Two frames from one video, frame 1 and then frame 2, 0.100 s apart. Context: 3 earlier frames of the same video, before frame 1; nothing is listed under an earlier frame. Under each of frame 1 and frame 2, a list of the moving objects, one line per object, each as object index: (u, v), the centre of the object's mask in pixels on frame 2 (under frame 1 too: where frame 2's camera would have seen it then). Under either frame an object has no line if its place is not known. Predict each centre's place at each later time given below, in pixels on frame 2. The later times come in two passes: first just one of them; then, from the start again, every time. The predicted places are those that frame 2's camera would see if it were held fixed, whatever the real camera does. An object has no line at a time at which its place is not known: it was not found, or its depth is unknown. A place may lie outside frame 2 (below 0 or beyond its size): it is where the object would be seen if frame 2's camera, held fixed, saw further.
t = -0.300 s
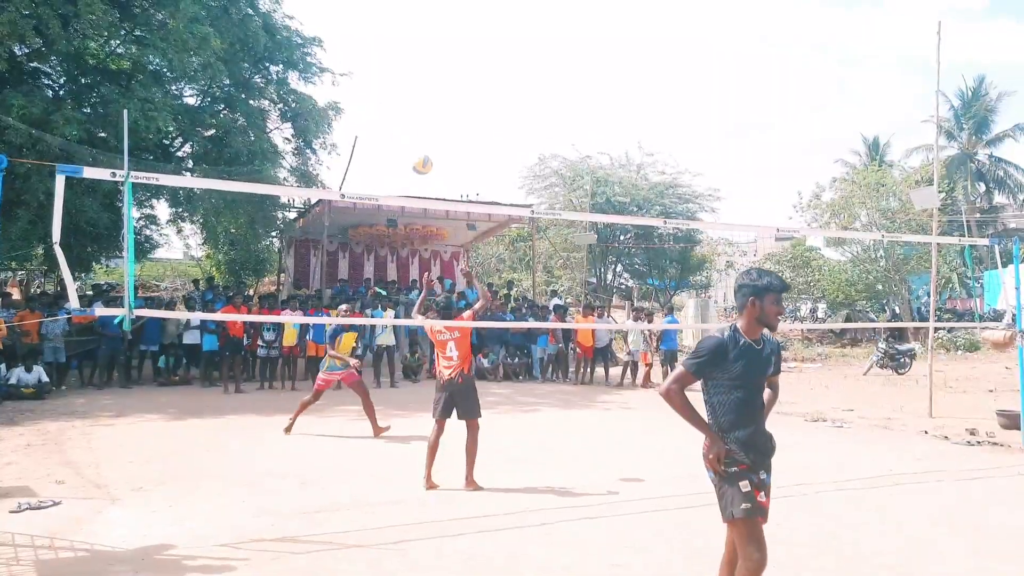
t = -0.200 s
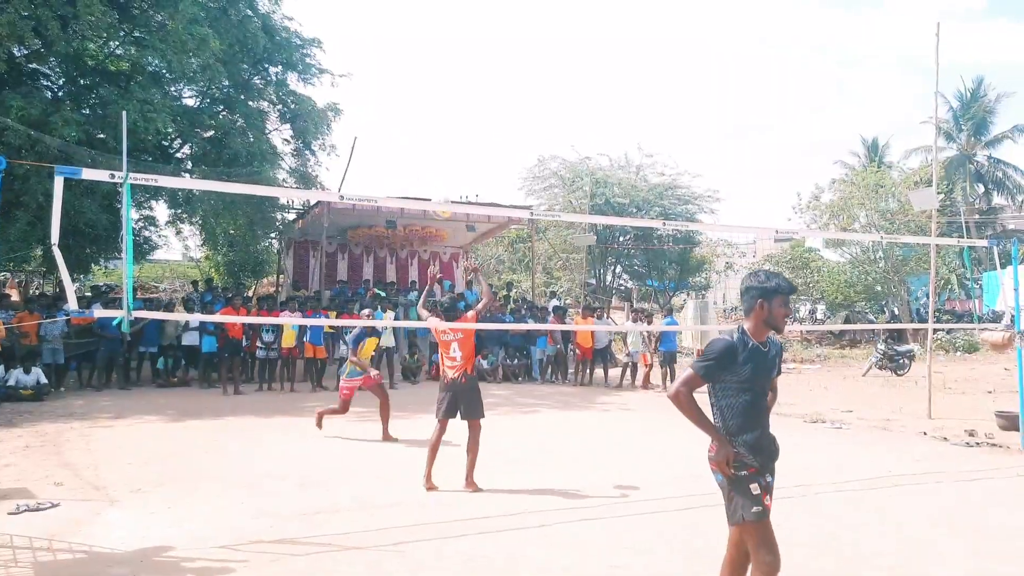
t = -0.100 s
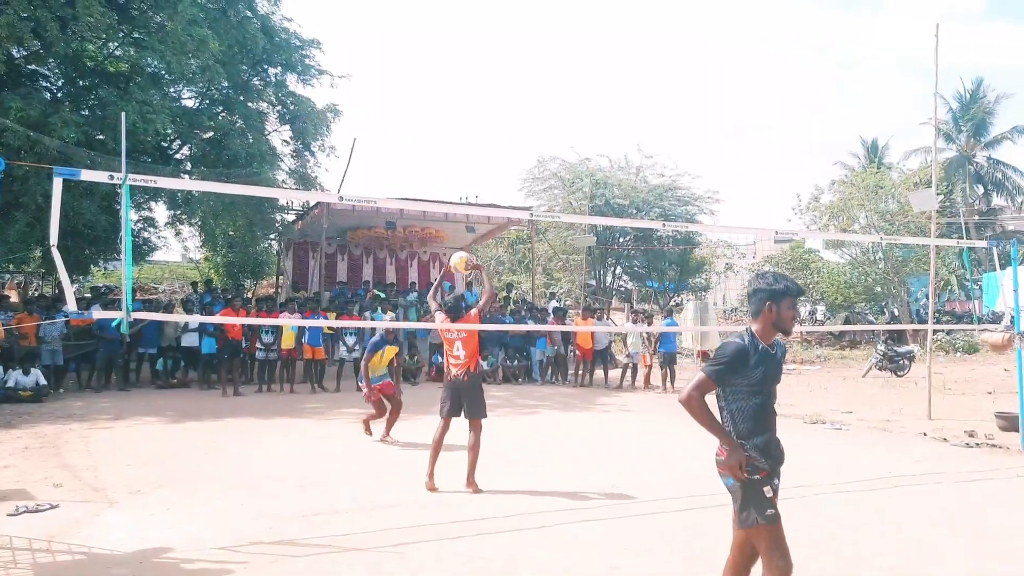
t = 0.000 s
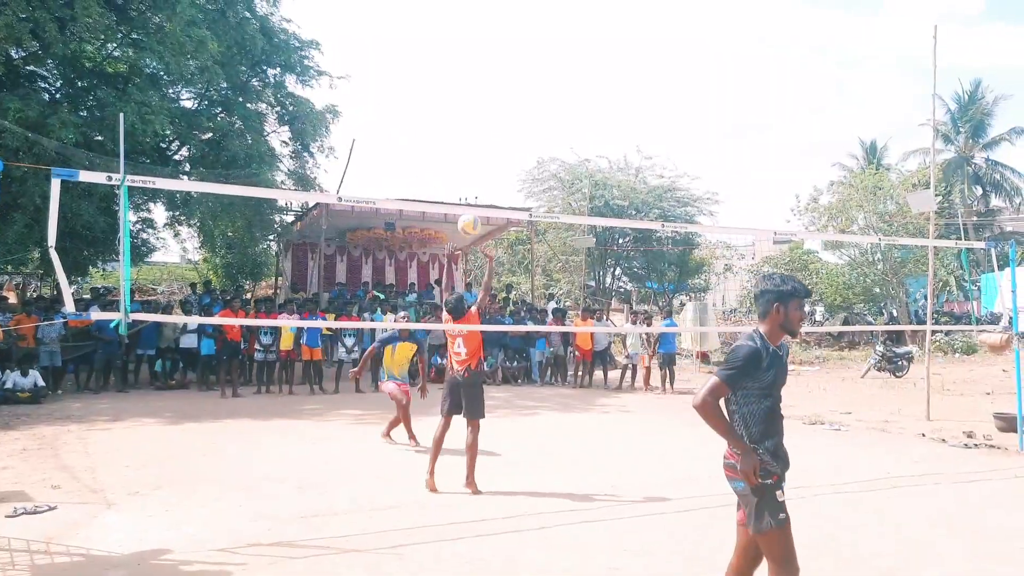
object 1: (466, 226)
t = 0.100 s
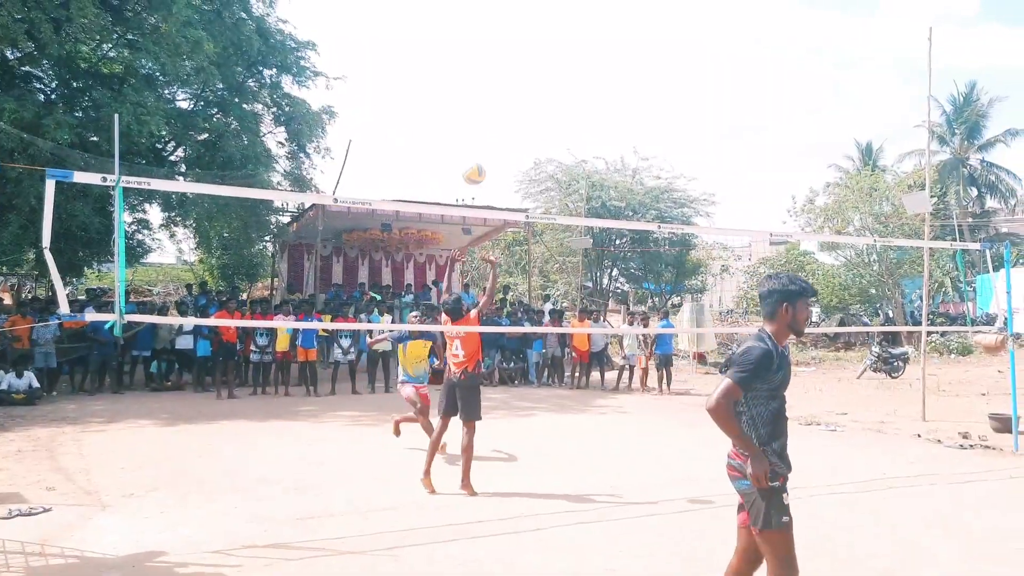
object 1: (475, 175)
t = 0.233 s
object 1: (482, 122)
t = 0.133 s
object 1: (477, 160)
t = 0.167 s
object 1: (479, 146)
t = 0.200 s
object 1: (481, 133)
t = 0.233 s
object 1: (482, 122)
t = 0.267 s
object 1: (484, 111)
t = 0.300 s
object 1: (485, 102)
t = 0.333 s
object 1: (485, 95)
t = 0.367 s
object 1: (486, 89)
